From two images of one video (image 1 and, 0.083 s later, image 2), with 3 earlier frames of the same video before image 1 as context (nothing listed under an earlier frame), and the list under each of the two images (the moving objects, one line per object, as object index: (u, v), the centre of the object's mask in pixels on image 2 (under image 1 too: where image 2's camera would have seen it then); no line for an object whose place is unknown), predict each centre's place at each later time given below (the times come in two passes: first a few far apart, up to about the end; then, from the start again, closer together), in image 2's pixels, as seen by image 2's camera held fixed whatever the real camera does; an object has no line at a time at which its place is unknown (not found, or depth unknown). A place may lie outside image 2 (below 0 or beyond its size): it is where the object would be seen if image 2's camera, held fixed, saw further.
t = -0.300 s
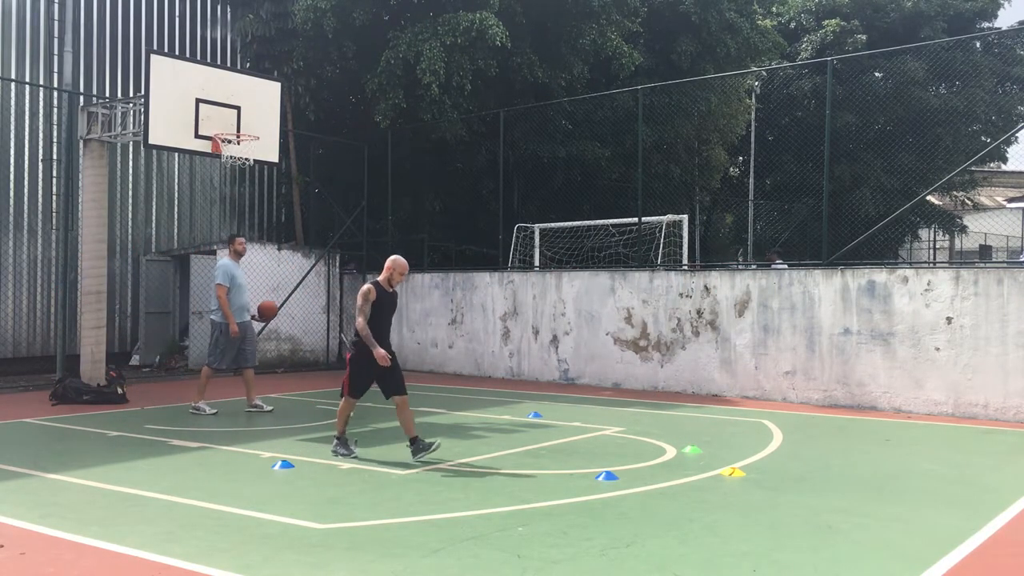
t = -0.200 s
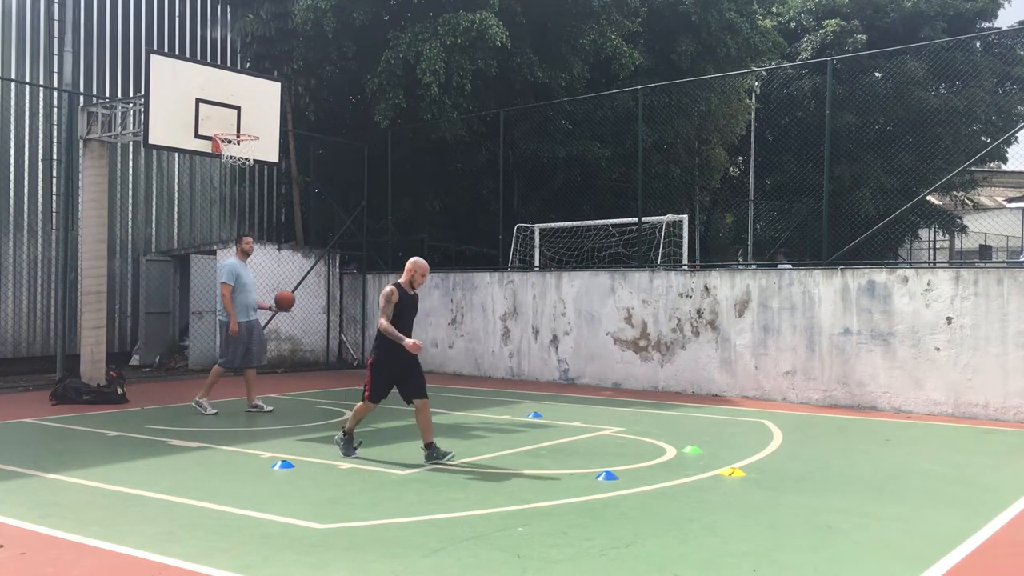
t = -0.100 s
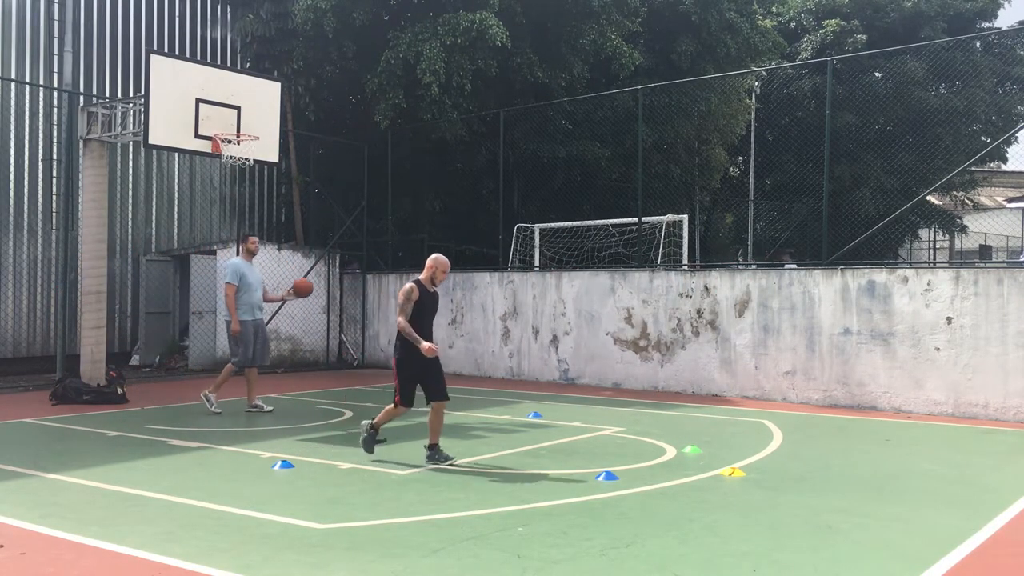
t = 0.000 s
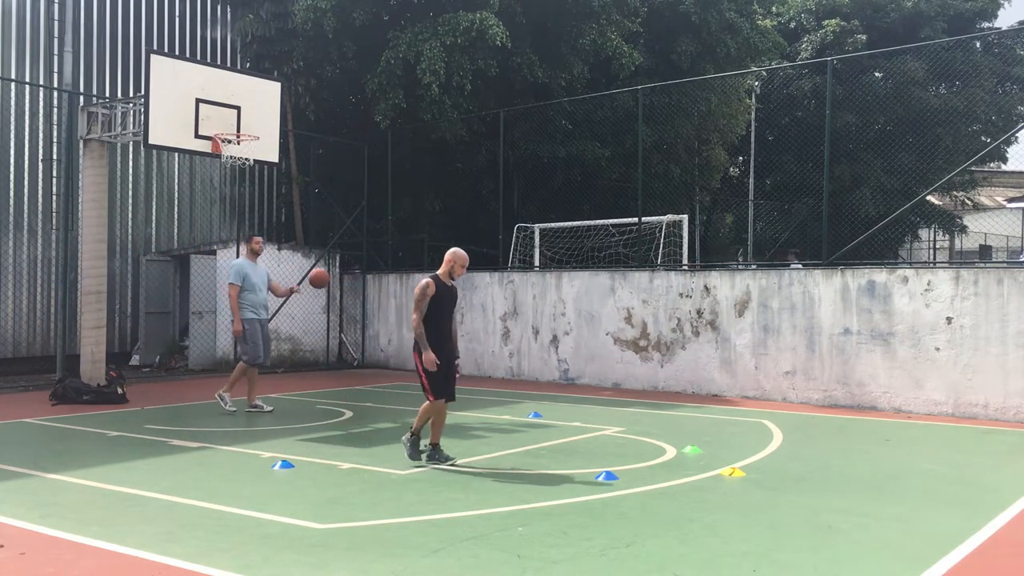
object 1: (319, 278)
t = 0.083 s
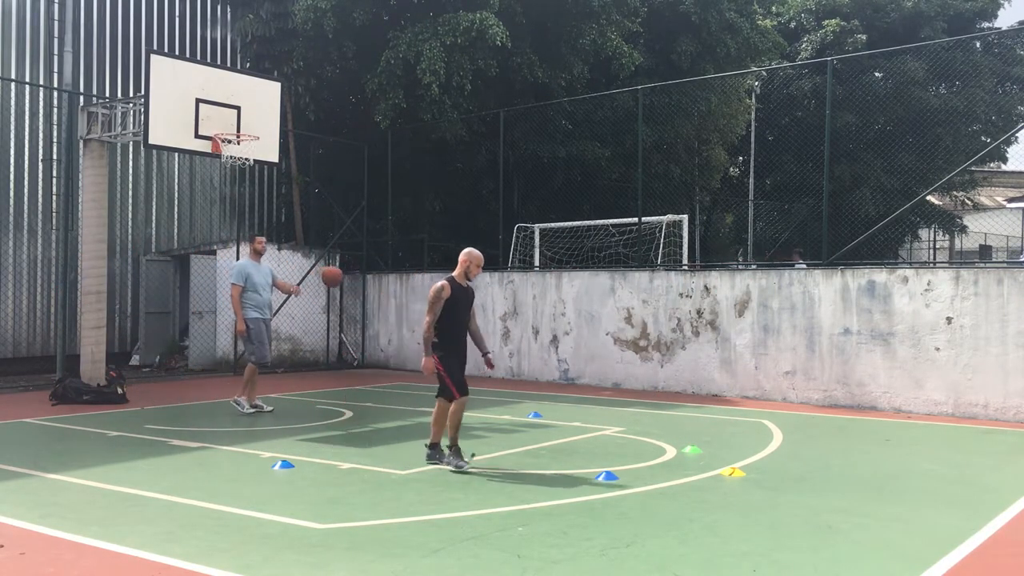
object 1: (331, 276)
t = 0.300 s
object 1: (369, 302)
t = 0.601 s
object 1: (426, 419)
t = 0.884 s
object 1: (465, 342)
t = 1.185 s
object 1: (509, 333)
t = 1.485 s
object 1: (557, 430)
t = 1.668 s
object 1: (589, 400)
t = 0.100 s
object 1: (334, 277)
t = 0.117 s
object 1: (338, 277)
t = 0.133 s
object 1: (340, 278)
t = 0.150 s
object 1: (343, 279)
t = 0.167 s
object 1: (345, 281)
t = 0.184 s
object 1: (348, 283)
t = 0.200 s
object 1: (351, 285)
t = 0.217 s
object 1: (354, 286)
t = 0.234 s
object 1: (357, 289)
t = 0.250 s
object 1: (360, 292)
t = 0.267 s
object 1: (363, 295)
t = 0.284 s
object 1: (366, 298)
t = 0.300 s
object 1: (369, 302)
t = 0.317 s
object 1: (372, 306)
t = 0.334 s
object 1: (375, 310)
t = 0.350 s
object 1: (378, 315)
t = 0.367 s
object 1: (381, 319)
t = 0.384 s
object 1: (384, 324)
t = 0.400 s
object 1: (387, 330)
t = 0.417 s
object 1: (390, 336)
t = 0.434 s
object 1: (393, 341)
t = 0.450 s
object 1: (396, 348)
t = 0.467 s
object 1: (399, 354)
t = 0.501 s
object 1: (406, 368)
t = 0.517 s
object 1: (410, 376)
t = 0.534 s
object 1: (413, 384)
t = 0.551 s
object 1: (416, 392)
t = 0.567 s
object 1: (419, 401)
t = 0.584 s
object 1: (423, 410)
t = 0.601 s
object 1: (426, 419)
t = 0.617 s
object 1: (429, 425)
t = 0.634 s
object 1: (431, 418)
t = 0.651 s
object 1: (433, 411)
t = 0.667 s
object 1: (436, 404)
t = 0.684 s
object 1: (438, 398)
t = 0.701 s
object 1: (440, 392)
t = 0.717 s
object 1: (442, 386)
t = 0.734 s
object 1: (444, 380)
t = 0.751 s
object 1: (447, 375)
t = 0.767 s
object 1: (449, 370)
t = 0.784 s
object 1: (451, 365)
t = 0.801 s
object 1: (454, 361)
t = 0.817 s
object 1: (456, 356)
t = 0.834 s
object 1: (459, 353)
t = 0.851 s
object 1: (461, 349)
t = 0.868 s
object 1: (463, 345)
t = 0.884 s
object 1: (465, 342)
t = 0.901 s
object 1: (468, 339)
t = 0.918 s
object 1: (470, 336)
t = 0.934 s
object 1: (473, 334)
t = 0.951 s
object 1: (475, 331)
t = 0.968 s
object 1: (477, 330)
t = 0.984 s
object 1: (479, 328)
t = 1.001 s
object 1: (482, 327)
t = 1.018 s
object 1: (484, 326)
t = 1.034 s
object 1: (487, 325)
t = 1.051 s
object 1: (489, 325)
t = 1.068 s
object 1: (491, 325)
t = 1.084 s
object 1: (494, 325)
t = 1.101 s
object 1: (497, 325)
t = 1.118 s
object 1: (499, 326)
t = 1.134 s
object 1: (501, 328)
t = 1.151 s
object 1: (504, 329)
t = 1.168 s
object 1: (507, 331)
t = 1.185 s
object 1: (509, 333)
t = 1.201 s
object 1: (512, 335)
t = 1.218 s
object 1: (514, 338)
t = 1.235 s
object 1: (517, 341)
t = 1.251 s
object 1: (519, 345)
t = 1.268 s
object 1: (522, 349)
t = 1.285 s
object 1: (525, 353)
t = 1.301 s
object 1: (527, 357)
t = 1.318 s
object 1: (530, 362)
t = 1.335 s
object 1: (533, 367)
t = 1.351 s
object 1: (535, 372)
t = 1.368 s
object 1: (537, 378)
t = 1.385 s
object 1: (540, 384)
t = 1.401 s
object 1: (543, 390)
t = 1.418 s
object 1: (546, 398)
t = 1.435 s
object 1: (549, 405)
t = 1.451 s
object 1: (551, 413)
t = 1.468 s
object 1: (554, 421)
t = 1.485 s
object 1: (557, 430)
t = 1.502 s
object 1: (559, 439)
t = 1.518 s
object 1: (562, 448)
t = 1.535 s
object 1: (565, 447)
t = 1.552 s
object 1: (568, 440)
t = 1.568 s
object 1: (571, 434)
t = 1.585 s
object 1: (574, 428)
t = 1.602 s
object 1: (577, 422)
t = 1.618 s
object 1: (580, 416)
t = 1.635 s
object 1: (583, 410)
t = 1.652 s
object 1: (586, 405)
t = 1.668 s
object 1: (589, 400)
